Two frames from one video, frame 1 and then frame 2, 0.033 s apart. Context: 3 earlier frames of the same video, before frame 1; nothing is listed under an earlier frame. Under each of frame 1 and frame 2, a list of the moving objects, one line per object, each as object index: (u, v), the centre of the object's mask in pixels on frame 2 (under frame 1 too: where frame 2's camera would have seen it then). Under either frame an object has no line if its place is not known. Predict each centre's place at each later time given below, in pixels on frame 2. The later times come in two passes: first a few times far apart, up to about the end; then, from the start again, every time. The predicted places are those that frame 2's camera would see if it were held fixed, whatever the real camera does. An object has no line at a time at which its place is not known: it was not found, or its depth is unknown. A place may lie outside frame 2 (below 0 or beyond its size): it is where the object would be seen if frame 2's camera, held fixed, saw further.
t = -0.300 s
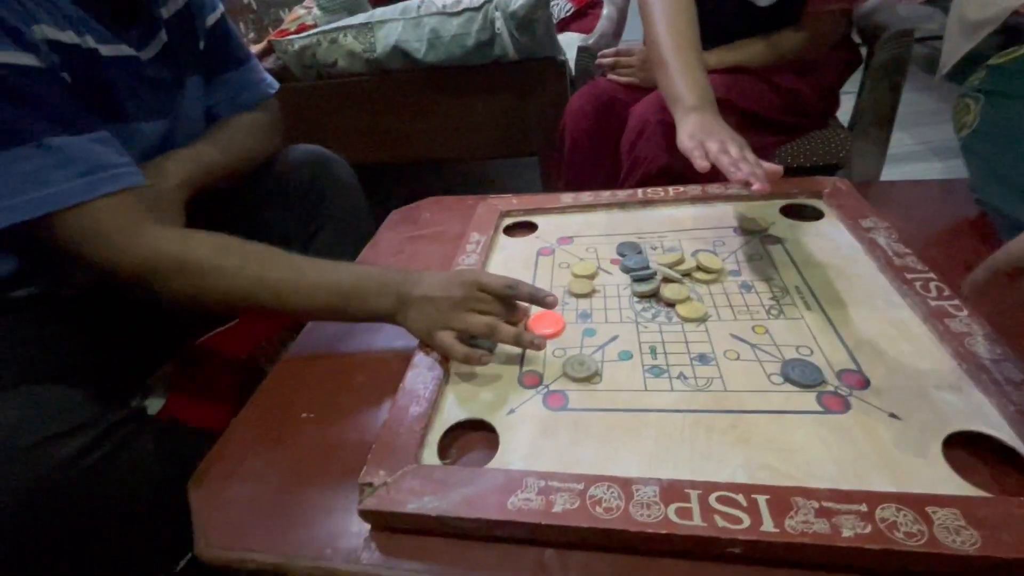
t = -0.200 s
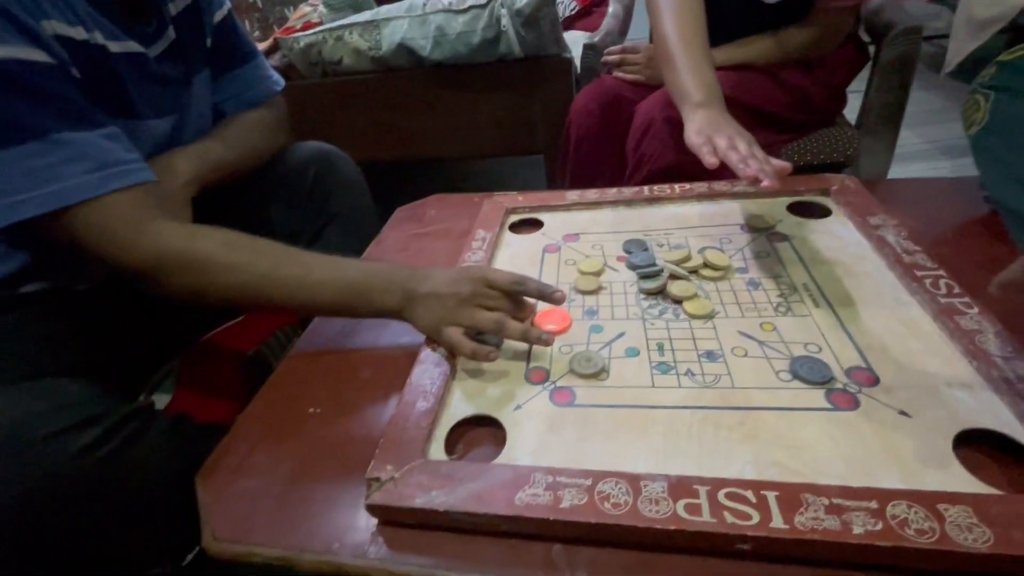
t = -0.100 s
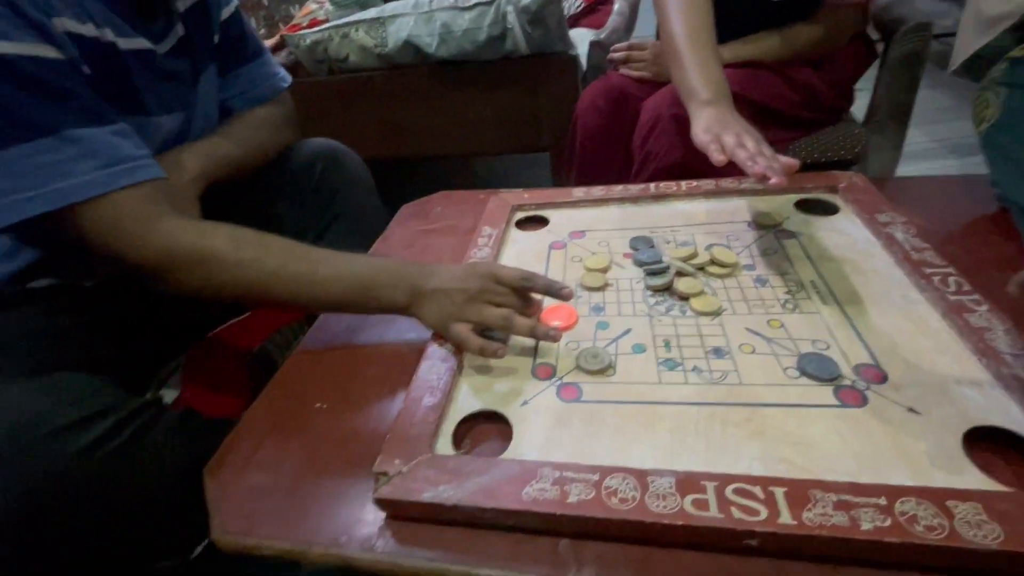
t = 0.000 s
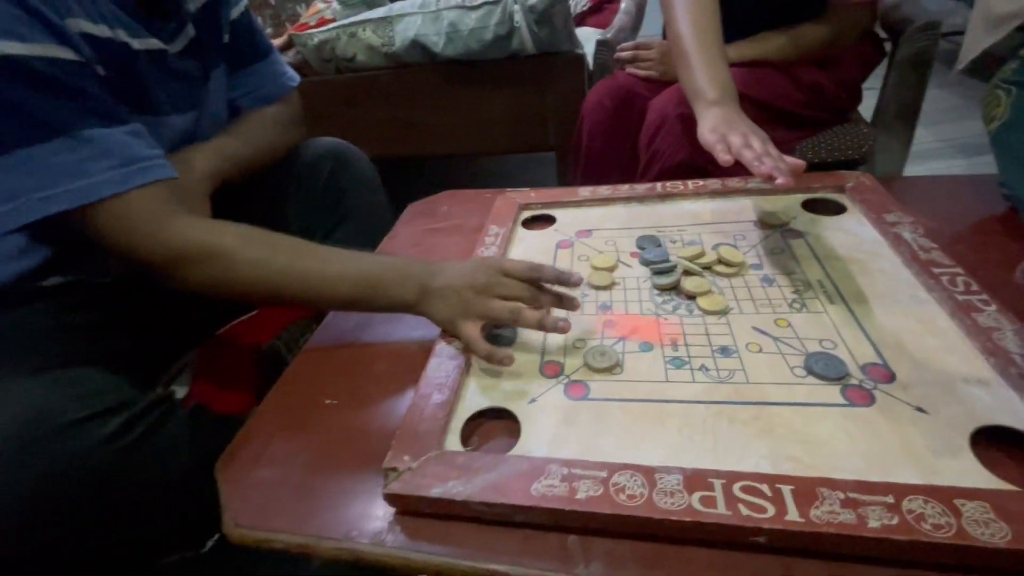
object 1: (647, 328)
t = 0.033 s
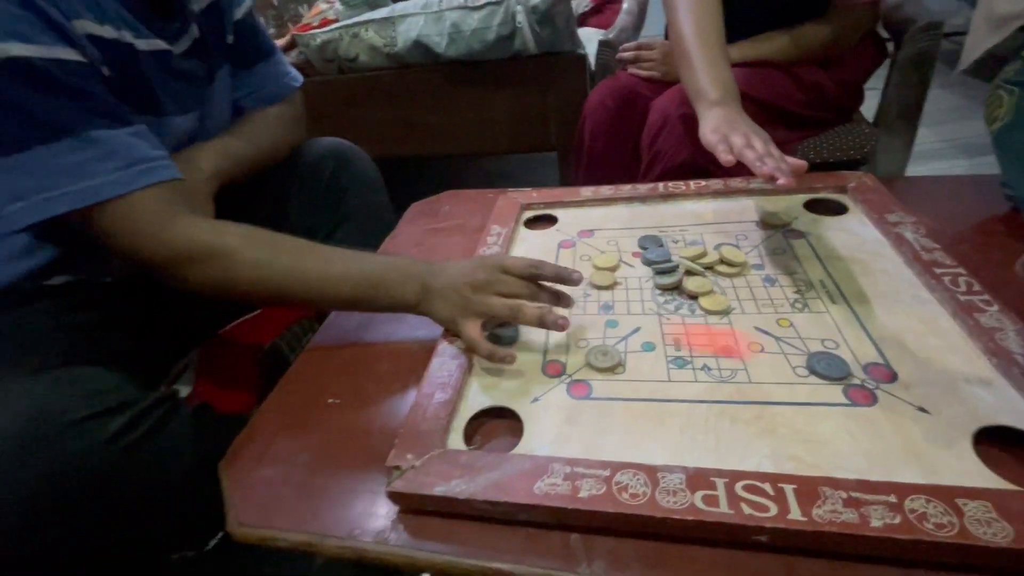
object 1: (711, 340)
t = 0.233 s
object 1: (842, 347)
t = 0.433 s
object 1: (843, 346)
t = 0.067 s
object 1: (786, 352)
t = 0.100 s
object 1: (802, 351)
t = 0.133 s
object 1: (817, 350)
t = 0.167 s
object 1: (829, 349)
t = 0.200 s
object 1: (838, 347)
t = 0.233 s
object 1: (842, 347)
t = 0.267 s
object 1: (843, 347)
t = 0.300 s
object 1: (843, 347)
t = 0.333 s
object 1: (843, 346)
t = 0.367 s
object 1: (843, 347)
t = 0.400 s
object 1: (843, 346)
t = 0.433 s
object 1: (843, 346)
